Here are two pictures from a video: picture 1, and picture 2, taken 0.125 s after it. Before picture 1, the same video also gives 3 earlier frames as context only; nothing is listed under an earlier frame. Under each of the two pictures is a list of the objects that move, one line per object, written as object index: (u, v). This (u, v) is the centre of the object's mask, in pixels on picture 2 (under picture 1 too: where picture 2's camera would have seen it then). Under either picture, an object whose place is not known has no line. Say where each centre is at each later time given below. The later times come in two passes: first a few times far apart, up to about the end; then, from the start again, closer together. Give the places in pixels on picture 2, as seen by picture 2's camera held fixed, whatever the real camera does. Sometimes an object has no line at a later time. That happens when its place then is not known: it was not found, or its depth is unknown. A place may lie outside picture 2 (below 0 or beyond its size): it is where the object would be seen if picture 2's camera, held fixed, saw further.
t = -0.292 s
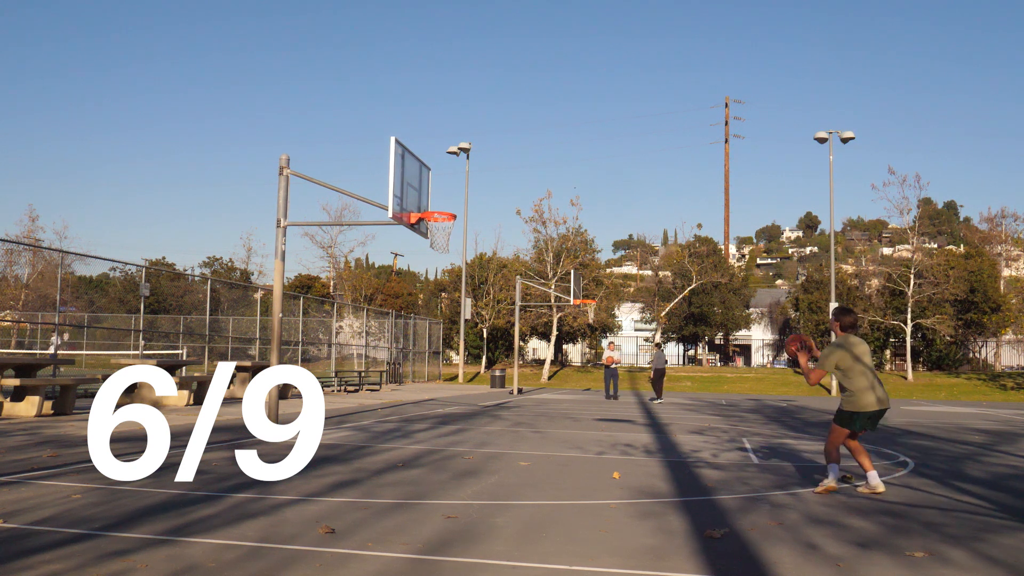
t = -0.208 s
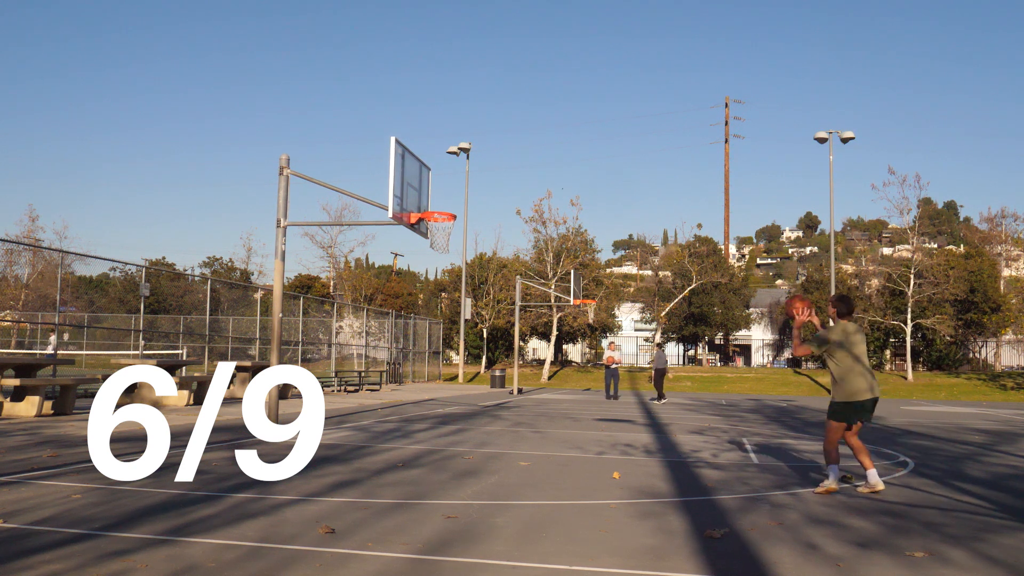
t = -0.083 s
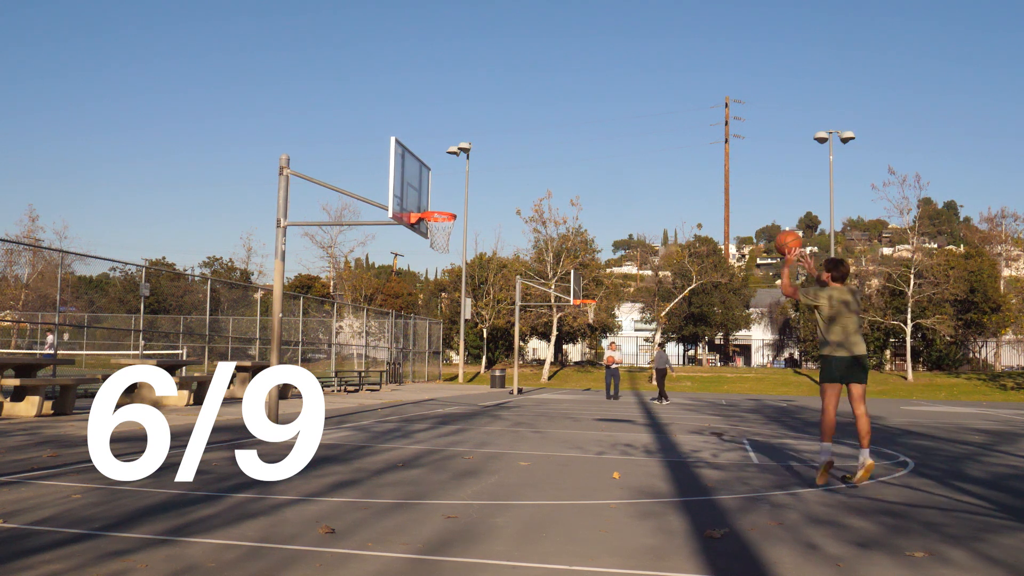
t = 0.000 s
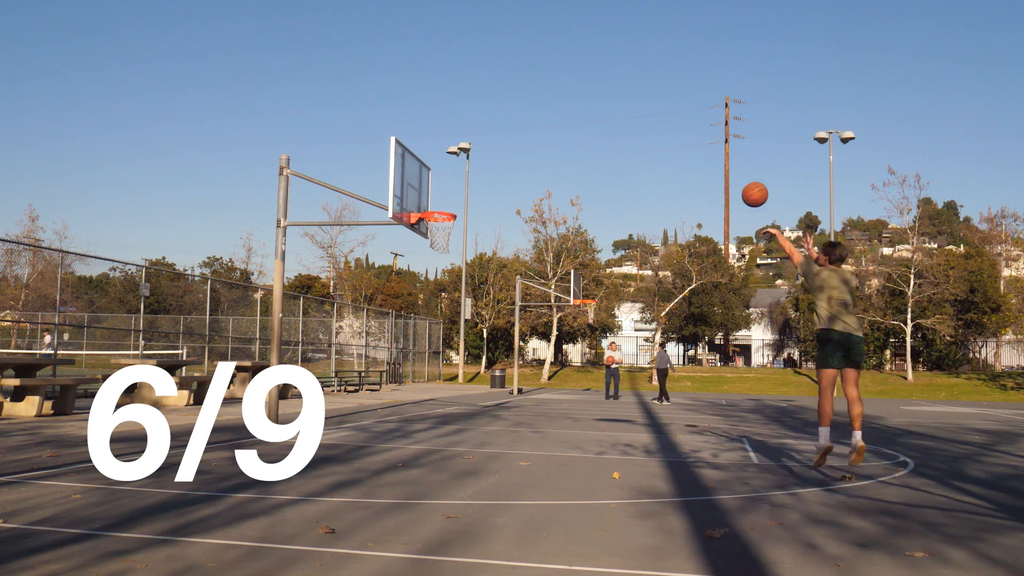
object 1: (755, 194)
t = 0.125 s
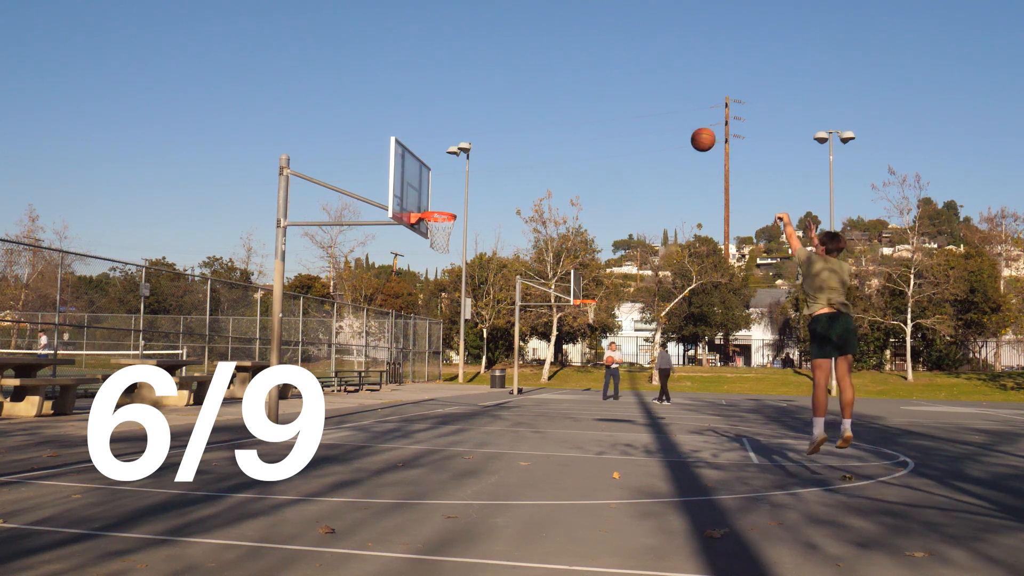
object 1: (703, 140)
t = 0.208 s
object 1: (672, 114)
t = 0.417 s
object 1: (605, 83)
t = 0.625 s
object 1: (548, 91)
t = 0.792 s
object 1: (508, 119)
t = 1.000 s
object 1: (463, 178)
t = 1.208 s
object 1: (439, 223)
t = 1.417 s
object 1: (446, 227)
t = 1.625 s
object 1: (448, 251)
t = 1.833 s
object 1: (449, 305)
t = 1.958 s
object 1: (449, 352)
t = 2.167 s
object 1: (451, 411)
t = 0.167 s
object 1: (687, 126)
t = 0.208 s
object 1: (672, 114)
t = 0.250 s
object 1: (658, 104)
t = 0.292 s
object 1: (644, 97)
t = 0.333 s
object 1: (630, 90)
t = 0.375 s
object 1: (617, 86)
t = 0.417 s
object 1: (605, 83)
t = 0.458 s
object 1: (593, 82)
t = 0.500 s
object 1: (581, 82)
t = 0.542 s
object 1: (569, 84)
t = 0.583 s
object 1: (559, 87)
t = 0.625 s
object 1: (548, 91)
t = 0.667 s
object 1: (537, 96)
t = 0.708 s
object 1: (527, 103)
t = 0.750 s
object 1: (517, 110)
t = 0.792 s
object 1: (508, 119)
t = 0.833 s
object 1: (498, 129)
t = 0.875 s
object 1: (489, 140)
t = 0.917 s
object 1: (480, 152)
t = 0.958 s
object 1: (472, 164)
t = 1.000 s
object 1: (463, 178)
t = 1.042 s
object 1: (455, 192)
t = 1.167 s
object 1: (435, 222)
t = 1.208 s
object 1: (439, 223)
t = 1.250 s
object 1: (442, 225)
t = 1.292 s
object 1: (444, 227)
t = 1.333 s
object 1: (445, 226)
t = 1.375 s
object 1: (446, 226)
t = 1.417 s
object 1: (446, 227)
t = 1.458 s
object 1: (447, 230)
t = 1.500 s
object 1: (448, 234)
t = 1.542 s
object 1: (448, 238)
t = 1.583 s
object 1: (448, 244)
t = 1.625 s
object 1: (448, 251)
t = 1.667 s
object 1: (449, 259)
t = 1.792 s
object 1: (449, 292)
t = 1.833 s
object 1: (449, 305)
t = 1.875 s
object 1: (450, 319)
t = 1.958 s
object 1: (449, 352)
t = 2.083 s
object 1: (450, 411)
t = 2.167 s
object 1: (451, 411)
